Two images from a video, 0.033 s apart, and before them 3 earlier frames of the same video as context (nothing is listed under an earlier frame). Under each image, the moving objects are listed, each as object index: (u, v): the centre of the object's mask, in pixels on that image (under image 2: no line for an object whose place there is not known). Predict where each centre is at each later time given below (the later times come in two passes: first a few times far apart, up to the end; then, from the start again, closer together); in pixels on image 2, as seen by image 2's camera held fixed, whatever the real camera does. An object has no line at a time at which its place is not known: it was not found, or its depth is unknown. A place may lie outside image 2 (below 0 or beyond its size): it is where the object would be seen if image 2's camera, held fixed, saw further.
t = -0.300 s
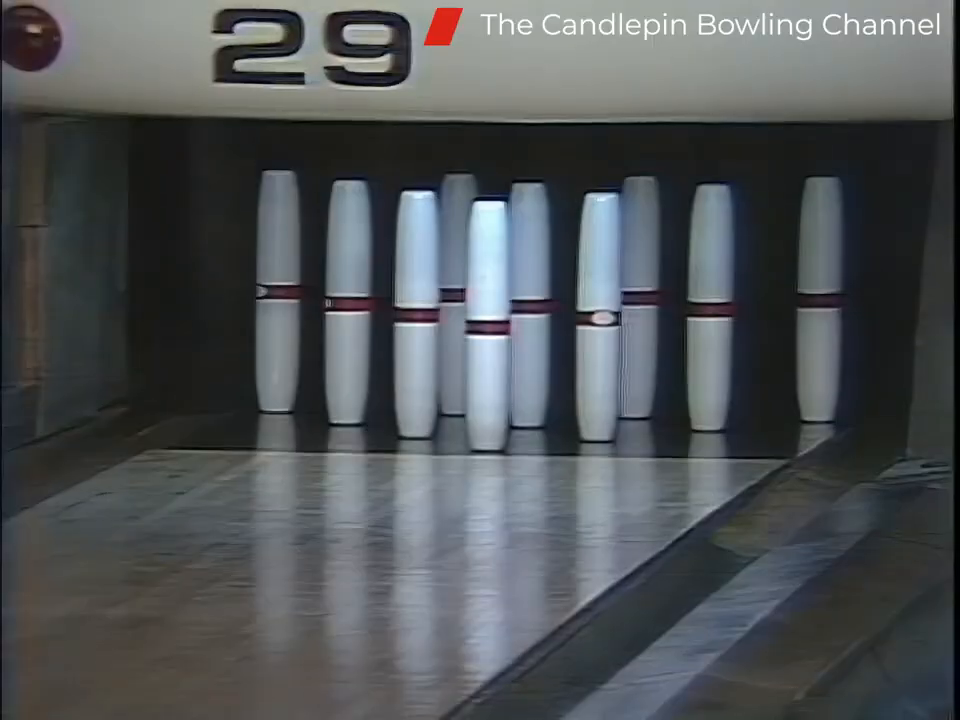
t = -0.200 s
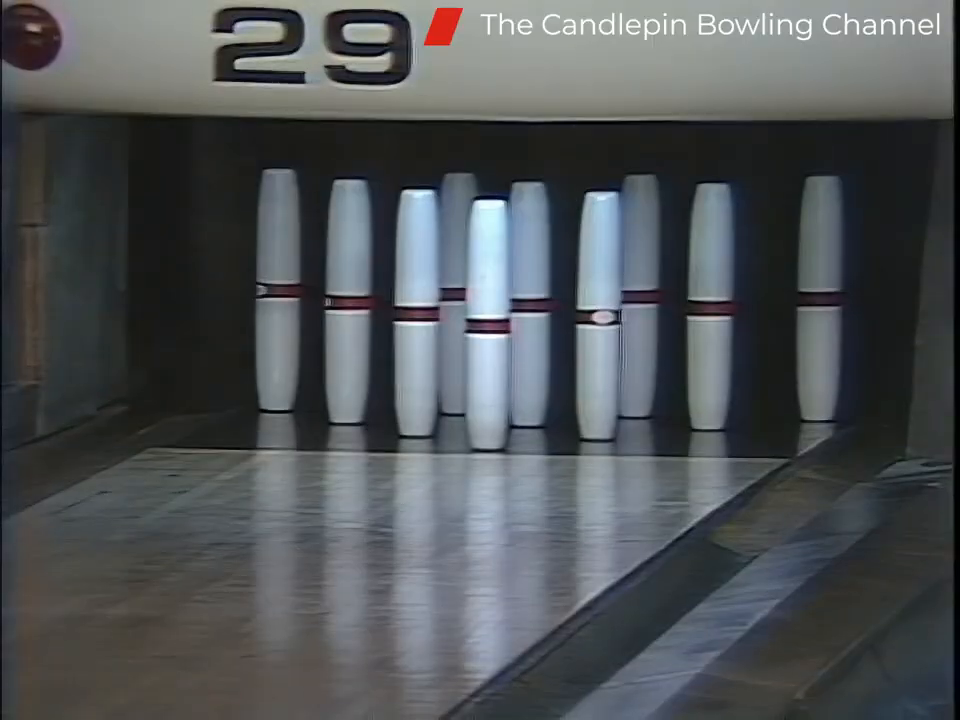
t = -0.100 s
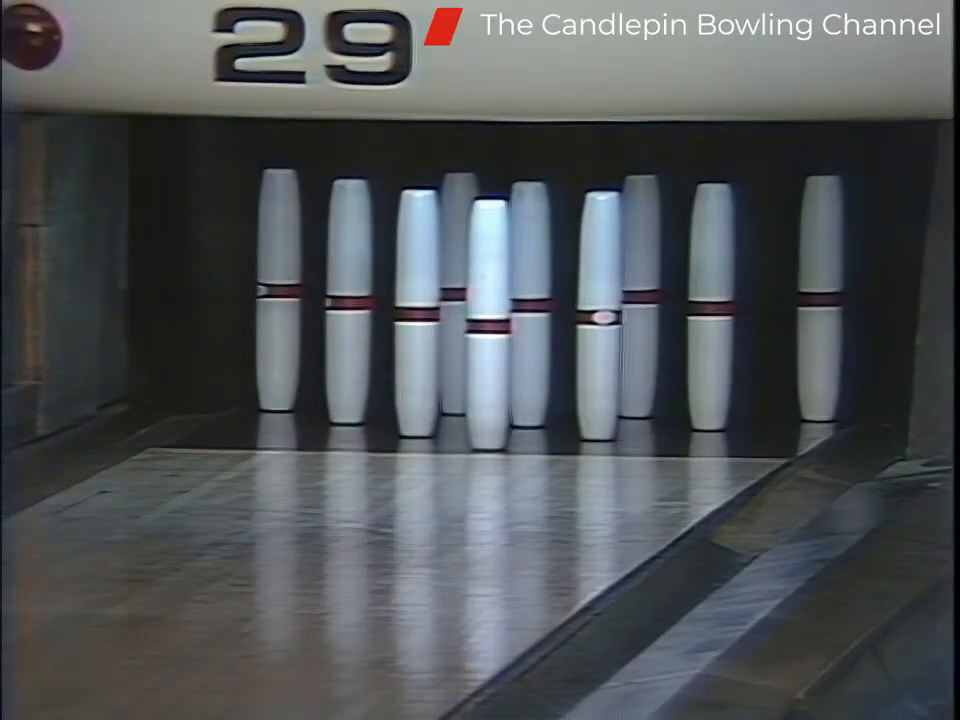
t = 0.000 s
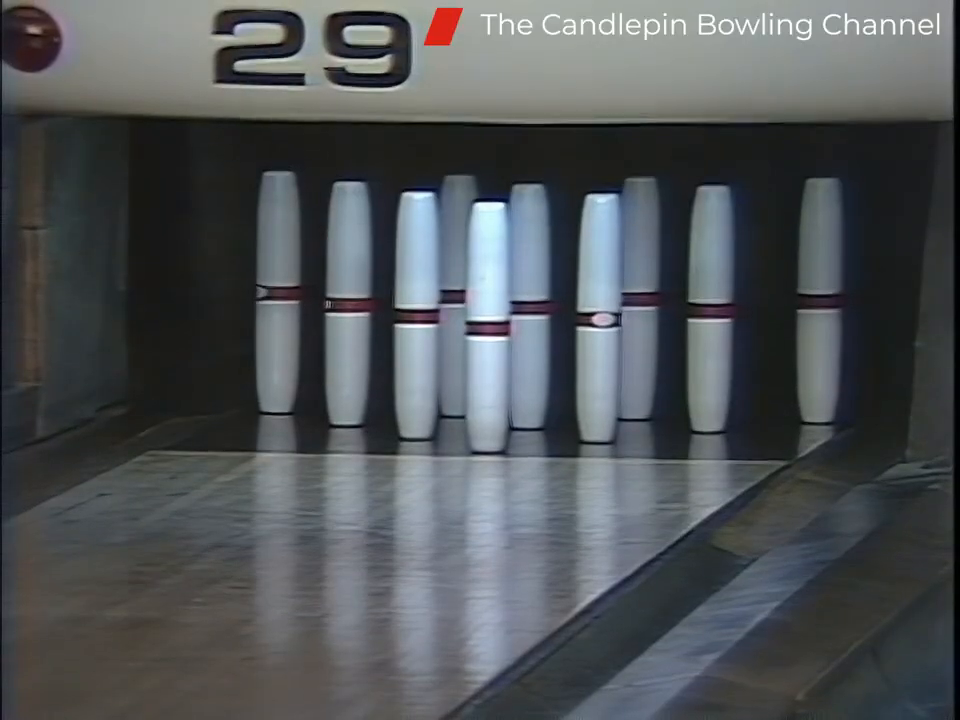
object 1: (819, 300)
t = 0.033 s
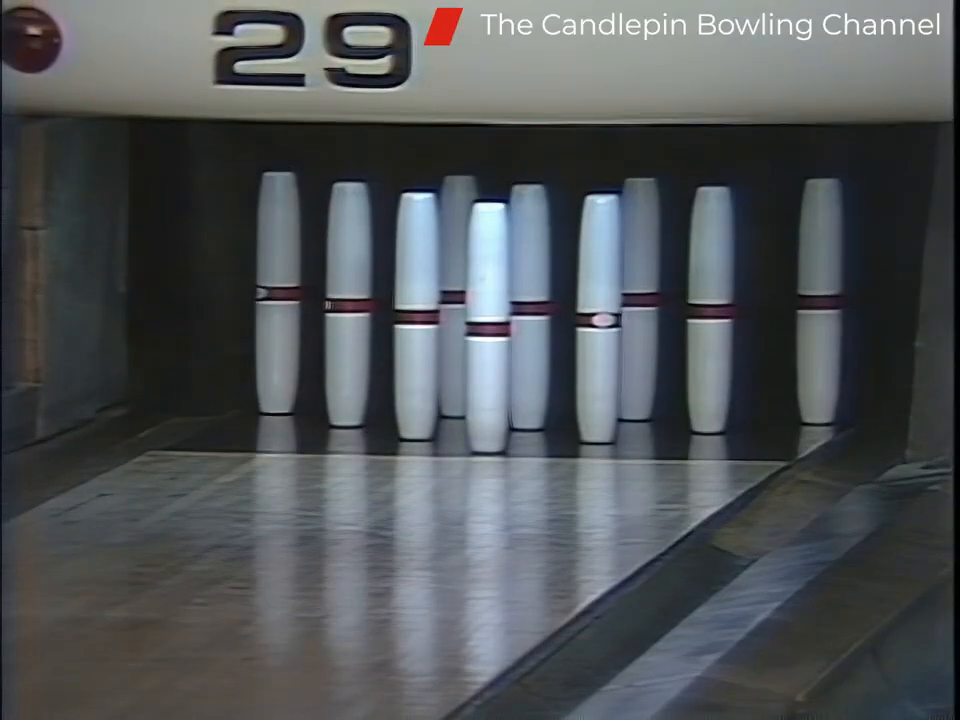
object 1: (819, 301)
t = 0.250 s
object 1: (820, 300)
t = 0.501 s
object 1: (820, 299)
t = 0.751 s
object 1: (820, 298)
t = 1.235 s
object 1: (821, 298)
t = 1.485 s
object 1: (834, 299)
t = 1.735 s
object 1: (854, 298)
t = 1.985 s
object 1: (878, 321)
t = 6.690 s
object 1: (826, 393)
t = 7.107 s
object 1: (825, 394)
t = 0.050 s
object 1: (820, 301)
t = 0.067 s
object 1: (820, 301)
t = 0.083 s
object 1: (819, 301)
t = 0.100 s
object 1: (820, 301)
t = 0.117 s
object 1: (820, 301)
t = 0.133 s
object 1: (820, 301)
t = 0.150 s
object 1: (820, 301)
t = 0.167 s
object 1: (820, 301)
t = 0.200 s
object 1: (820, 301)
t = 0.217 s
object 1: (820, 301)
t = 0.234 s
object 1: (820, 301)
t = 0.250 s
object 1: (820, 300)
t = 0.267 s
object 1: (820, 300)
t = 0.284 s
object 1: (820, 300)
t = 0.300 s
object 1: (821, 299)
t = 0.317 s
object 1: (820, 299)
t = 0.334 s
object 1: (820, 299)
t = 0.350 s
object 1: (820, 299)
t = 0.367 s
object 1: (820, 300)
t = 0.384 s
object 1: (821, 299)
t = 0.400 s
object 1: (820, 299)
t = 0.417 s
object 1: (821, 299)
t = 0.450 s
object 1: (820, 299)
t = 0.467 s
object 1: (820, 299)
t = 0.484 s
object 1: (820, 299)
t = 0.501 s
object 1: (820, 299)
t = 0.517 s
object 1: (820, 300)
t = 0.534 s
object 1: (820, 300)
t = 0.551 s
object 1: (820, 299)
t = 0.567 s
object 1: (820, 299)
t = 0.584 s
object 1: (820, 300)
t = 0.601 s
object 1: (820, 300)
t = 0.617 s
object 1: (820, 300)
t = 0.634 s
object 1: (820, 300)
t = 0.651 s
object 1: (820, 300)
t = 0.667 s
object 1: (820, 299)
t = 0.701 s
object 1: (820, 299)
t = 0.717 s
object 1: (821, 299)
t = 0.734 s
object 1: (821, 299)
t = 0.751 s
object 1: (820, 298)
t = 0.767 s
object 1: (820, 299)
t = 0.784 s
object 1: (821, 299)
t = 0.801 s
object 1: (821, 298)
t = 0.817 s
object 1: (821, 298)
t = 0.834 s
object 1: (821, 298)
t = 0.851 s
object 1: (821, 298)
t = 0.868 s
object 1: (821, 298)
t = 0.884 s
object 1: (821, 298)
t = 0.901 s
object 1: (820, 298)
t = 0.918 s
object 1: (821, 297)
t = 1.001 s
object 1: (820, 298)
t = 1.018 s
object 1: (821, 298)
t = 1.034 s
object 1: (821, 297)
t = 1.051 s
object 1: (821, 297)
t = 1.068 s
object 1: (821, 297)
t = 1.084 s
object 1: (821, 298)
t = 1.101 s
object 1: (821, 298)
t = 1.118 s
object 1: (821, 298)
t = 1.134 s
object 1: (821, 298)
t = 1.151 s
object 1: (821, 298)
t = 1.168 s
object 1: (822, 298)
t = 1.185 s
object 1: (821, 298)
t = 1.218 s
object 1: (822, 298)
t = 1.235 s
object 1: (821, 298)
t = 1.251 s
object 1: (821, 298)
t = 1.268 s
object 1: (821, 298)
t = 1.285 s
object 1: (821, 298)
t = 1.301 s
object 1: (821, 298)
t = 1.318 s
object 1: (821, 298)
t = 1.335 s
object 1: (821, 298)
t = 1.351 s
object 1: (821, 299)
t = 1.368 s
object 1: (822, 299)
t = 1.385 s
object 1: (824, 298)
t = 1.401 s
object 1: (826, 298)
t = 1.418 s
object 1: (828, 298)
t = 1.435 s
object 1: (830, 299)
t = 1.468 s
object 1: (832, 299)
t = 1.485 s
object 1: (834, 299)
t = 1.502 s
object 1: (836, 299)
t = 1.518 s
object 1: (837, 299)
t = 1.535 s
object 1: (839, 298)
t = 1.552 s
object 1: (840, 298)
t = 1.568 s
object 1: (841, 298)
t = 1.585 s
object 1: (842, 298)
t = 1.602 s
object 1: (844, 297)
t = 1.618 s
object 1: (845, 297)
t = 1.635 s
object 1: (846, 298)
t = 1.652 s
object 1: (848, 297)
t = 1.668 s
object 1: (849, 298)
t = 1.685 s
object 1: (850, 298)
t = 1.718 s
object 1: (852, 298)
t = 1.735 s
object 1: (854, 298)
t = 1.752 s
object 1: (855, 298)
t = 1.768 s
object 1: (857, 298)
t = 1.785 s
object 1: (858, 299)
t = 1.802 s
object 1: (859, 299)
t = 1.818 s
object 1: (861, 299)
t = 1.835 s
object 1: (863, 299)
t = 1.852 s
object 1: (865, 300)
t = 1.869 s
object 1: (867, 301)
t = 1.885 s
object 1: (869, 301)
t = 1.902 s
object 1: (872, 301)
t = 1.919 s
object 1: (874, 303)
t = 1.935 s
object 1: (877, 305)
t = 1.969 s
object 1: (879, 314)
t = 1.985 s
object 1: (878, 321)
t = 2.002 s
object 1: (877, 328)
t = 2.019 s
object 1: (875, 337)
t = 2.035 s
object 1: (875, 337)
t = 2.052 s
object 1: (875, 336)
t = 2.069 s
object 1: (875, 332)
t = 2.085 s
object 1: (875, 328)
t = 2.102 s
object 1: (873, 326)
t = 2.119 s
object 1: (871, 323)
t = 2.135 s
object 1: (869, 323)
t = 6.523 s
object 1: (825, 393)
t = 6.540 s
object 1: (825, 393)
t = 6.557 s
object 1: (825, 393)
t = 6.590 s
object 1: (825, 393)
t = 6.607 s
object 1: (825, 393)
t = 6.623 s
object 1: (825, 393)
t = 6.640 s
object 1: (825, 393)
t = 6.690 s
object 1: (826, 393)
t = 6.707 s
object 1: (826, 393)
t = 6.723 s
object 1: (825, 393)
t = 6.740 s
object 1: (825, 393)
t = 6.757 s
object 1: (825, 393)
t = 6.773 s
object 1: (825, 393)
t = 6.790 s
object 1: (825, 393)
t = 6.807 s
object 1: (825, 393)
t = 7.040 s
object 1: (826, 393)
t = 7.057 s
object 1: (825, 393)
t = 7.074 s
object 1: (825, 393)
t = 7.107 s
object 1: (825, 394)
